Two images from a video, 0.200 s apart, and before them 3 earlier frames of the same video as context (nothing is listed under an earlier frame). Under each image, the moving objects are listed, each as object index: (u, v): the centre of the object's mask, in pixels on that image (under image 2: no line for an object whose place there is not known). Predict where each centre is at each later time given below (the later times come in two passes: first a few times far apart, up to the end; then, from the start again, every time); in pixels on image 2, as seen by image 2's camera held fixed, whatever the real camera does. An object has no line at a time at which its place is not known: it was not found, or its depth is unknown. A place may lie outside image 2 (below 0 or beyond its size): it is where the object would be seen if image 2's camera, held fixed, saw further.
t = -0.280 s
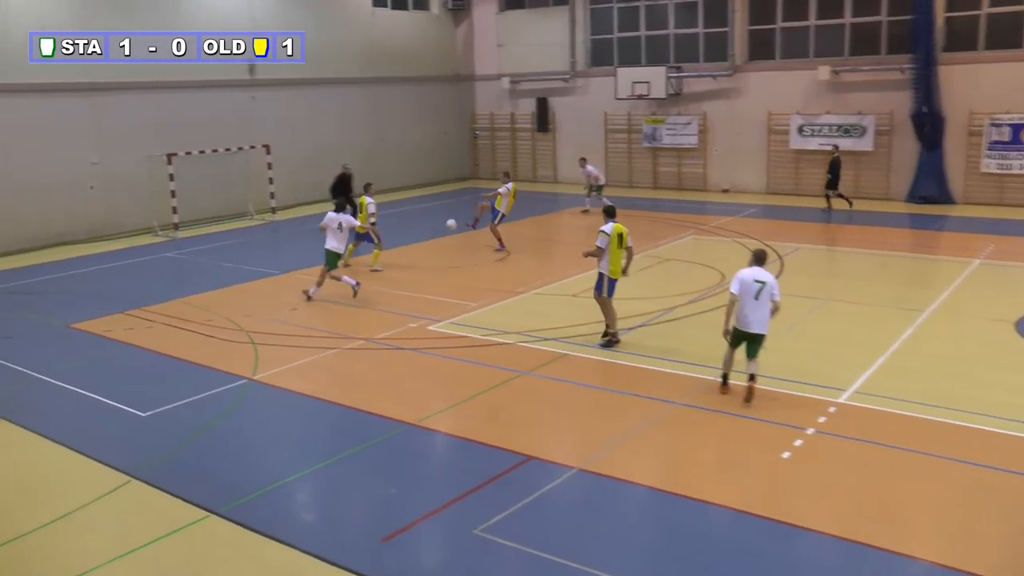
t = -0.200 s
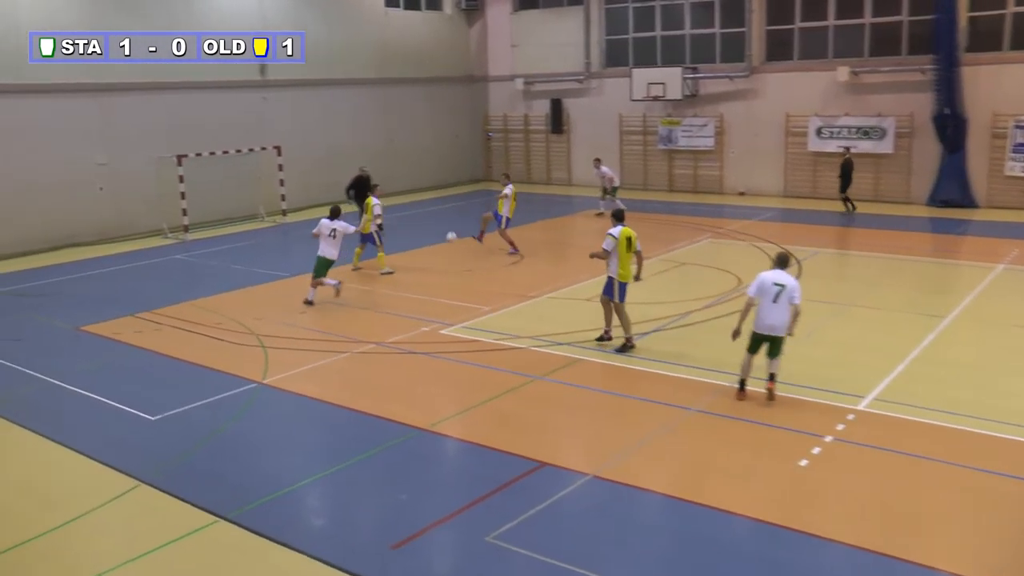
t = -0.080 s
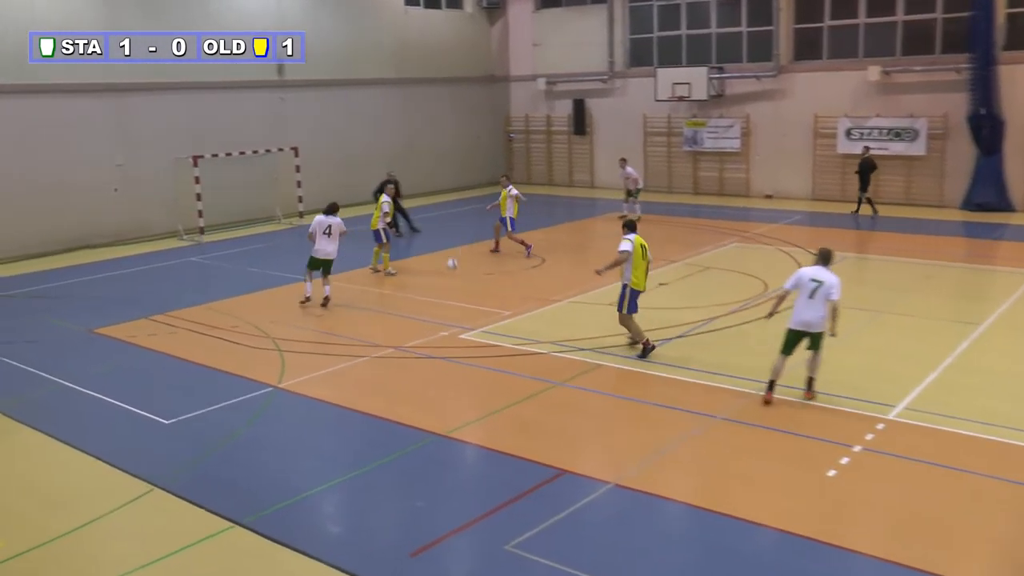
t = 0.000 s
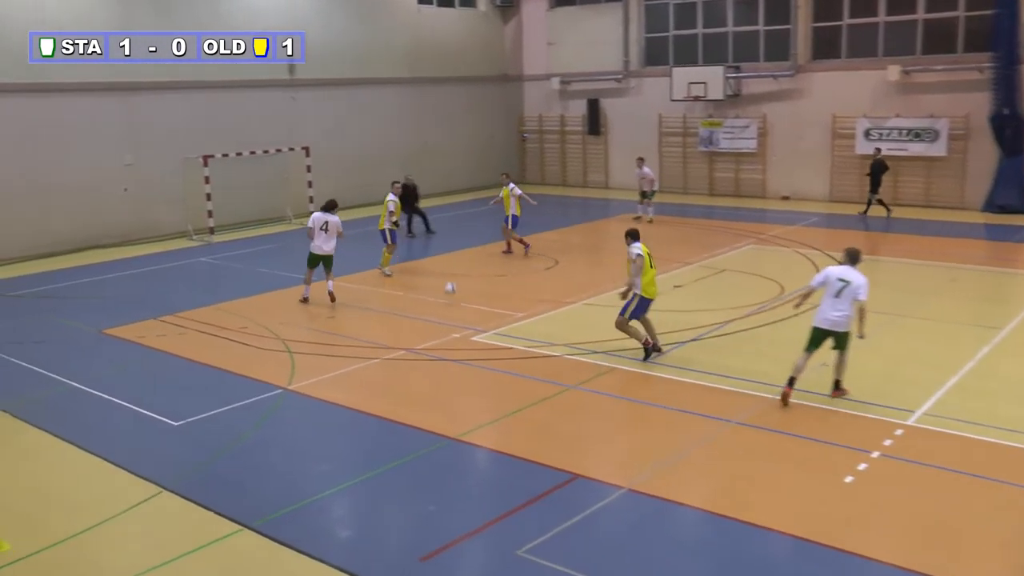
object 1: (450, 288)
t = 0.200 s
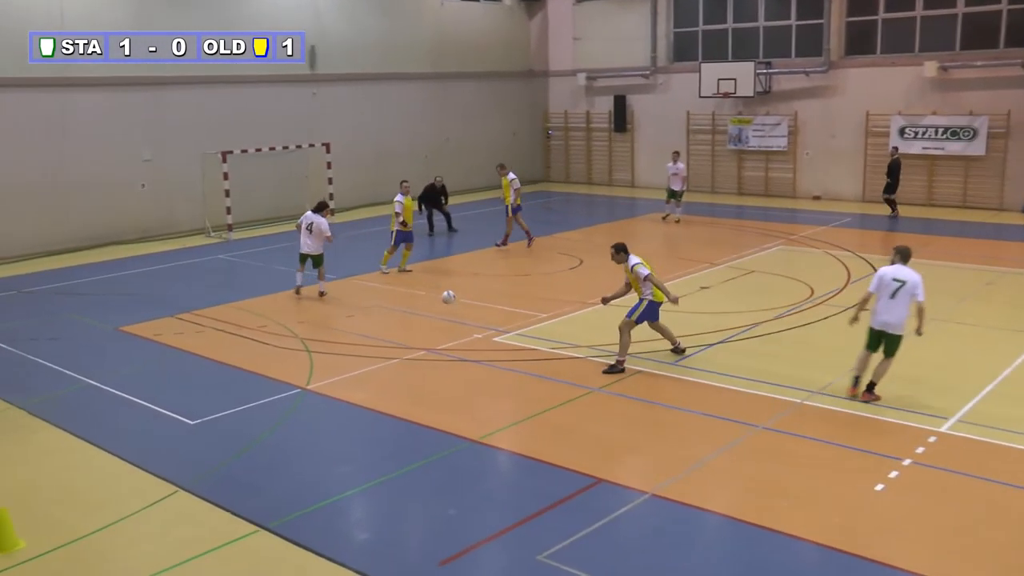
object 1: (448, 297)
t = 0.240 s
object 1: (445, 299)
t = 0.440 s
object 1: (422, 327)
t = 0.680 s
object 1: (392, 367)
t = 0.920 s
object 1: (357, 416)
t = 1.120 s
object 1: (320, 462)
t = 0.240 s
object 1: (445, 299)
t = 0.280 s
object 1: (440, 302)
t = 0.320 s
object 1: (436, 306)
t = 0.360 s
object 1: (432, 311)
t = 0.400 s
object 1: (427, 319)
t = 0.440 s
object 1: (422, 327)
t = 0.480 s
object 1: (418, 337)
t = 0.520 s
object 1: (412, 349)
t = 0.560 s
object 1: (408, 359)
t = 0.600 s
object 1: (402, 360)
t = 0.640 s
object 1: (398, 363)
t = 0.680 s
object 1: (392, 367)
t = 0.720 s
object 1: (387, 373)
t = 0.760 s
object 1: (381, 381)
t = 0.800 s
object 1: (375, 391)
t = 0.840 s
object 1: (369, 402)
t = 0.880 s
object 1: (362, 412)
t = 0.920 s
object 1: (357, 416)
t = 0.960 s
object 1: (349, 425)
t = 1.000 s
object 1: (343, 434)
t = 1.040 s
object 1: (335, 446)
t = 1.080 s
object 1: (328, 454)
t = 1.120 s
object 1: (320, 462)
